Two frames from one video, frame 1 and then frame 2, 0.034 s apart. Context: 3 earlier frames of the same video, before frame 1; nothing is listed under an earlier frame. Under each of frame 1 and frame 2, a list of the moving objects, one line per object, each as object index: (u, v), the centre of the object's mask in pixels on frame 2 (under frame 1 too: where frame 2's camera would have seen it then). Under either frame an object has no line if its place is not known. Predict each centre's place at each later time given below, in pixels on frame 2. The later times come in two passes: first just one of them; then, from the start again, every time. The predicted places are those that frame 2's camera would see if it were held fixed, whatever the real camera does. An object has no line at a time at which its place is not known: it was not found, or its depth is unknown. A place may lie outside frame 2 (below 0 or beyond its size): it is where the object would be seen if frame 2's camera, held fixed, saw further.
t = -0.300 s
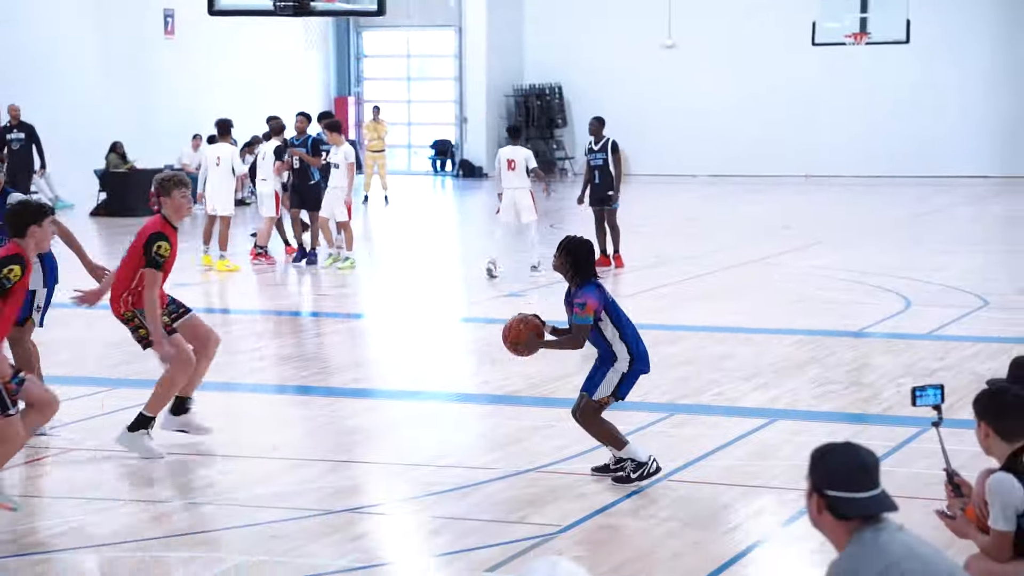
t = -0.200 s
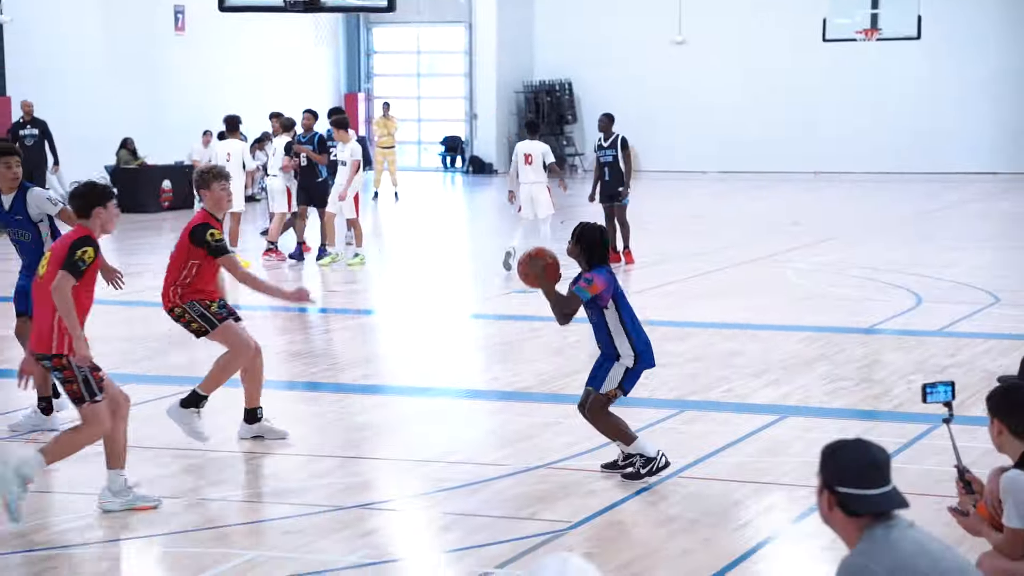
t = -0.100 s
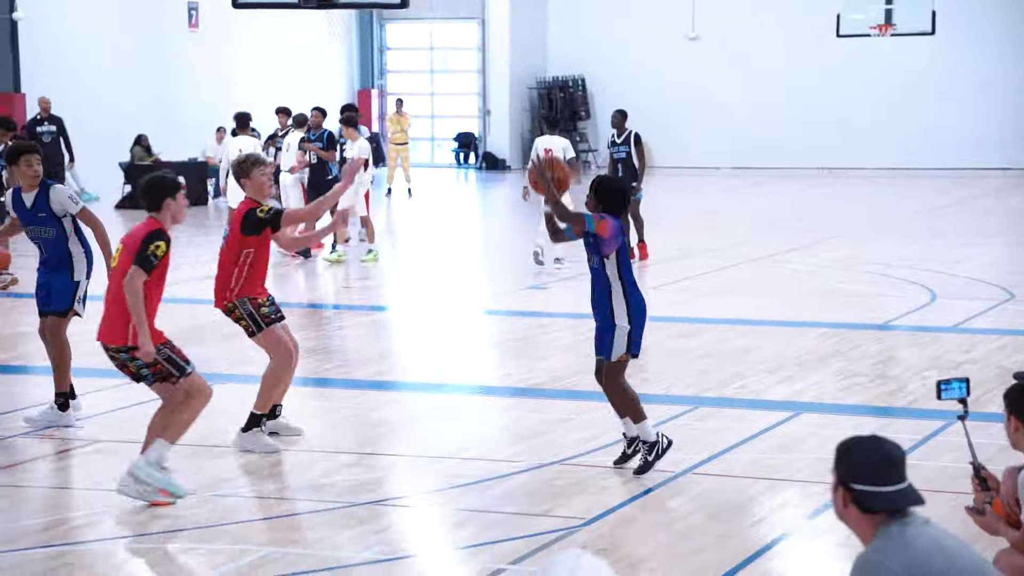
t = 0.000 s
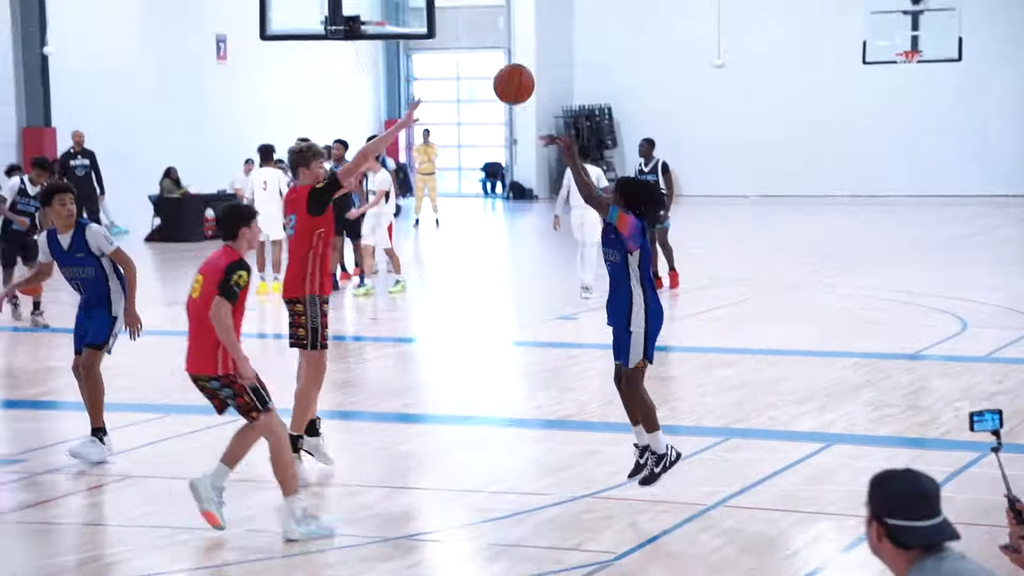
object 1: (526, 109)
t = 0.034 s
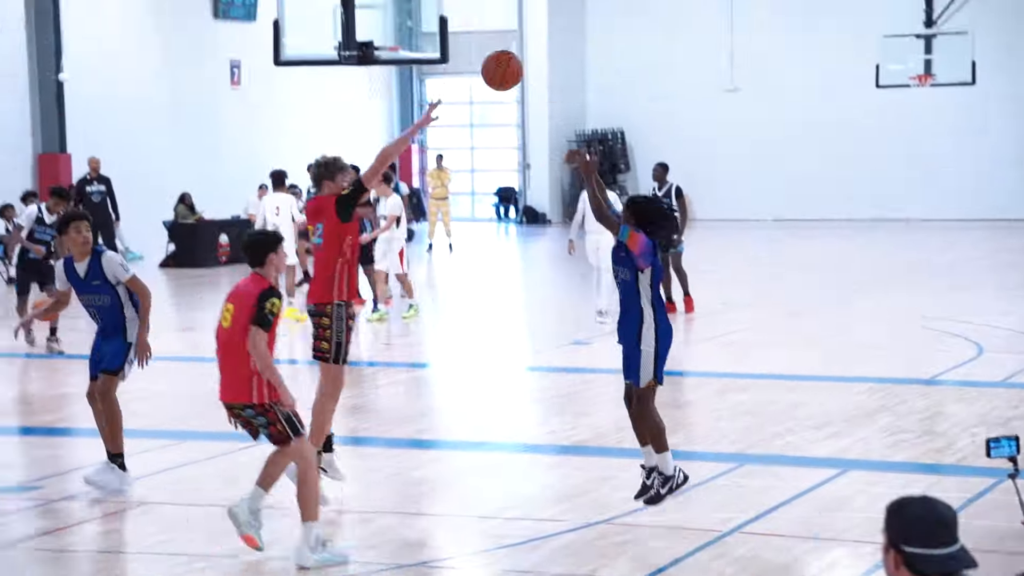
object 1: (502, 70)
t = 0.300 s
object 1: (313, -159)
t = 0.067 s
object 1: (478, 35)
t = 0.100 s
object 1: (454, 0)
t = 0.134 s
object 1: (430, -31)
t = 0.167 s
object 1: (406, -61)
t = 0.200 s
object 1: (382, -88)
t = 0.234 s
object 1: (359, -114)
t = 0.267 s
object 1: (336, -138)
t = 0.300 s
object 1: (313, -159)
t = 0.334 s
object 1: (291, -178)
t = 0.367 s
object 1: (269, -196)
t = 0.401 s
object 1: (247, -211)
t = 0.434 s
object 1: (224, -225)
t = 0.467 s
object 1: (202, -237)
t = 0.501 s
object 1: (179, -247)
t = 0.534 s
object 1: (158, -254)
